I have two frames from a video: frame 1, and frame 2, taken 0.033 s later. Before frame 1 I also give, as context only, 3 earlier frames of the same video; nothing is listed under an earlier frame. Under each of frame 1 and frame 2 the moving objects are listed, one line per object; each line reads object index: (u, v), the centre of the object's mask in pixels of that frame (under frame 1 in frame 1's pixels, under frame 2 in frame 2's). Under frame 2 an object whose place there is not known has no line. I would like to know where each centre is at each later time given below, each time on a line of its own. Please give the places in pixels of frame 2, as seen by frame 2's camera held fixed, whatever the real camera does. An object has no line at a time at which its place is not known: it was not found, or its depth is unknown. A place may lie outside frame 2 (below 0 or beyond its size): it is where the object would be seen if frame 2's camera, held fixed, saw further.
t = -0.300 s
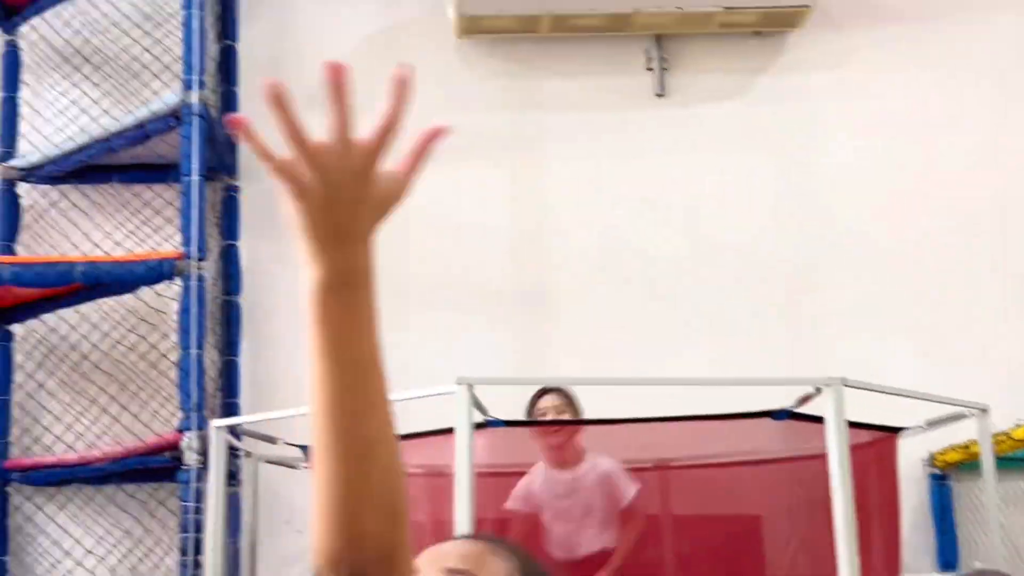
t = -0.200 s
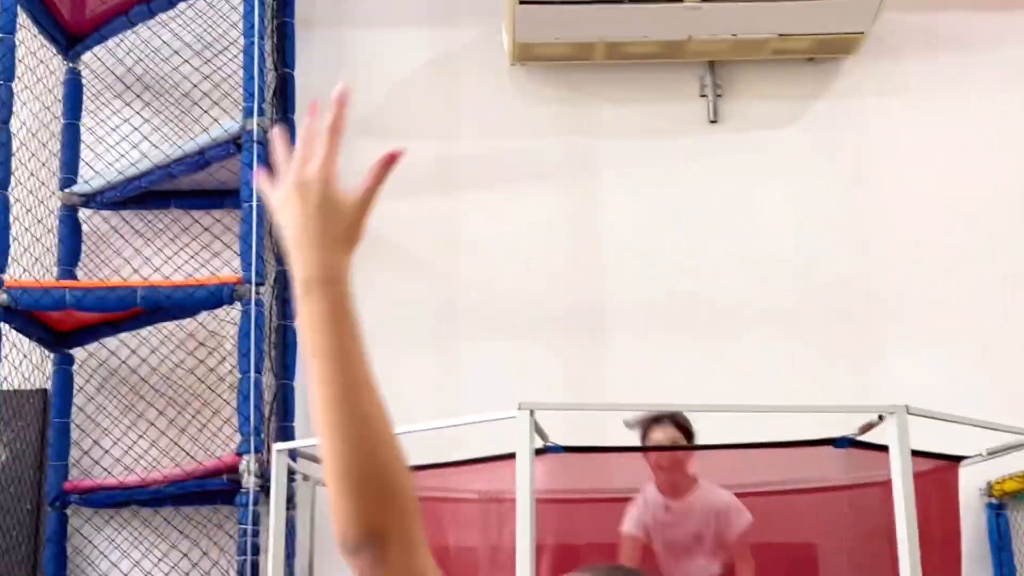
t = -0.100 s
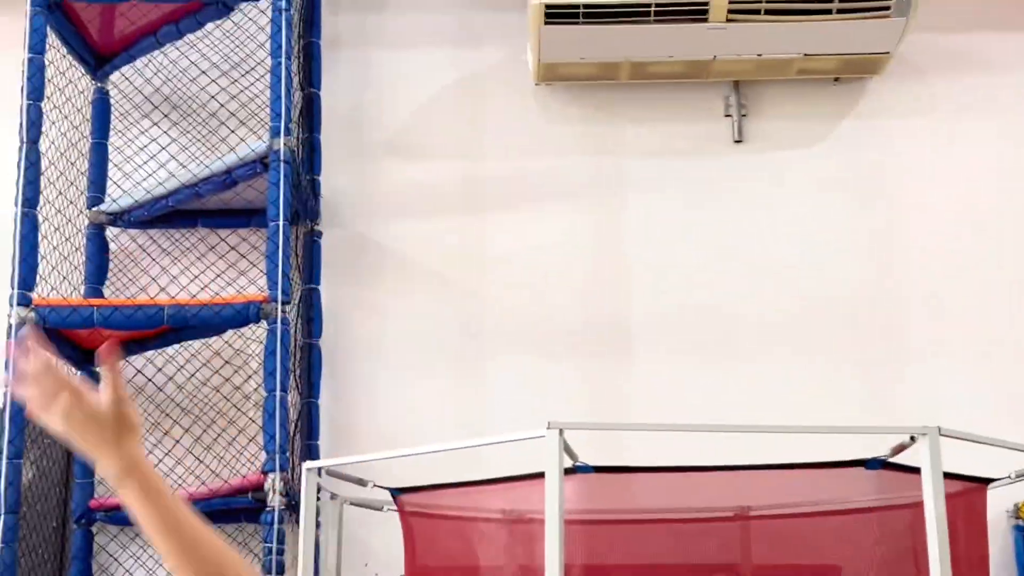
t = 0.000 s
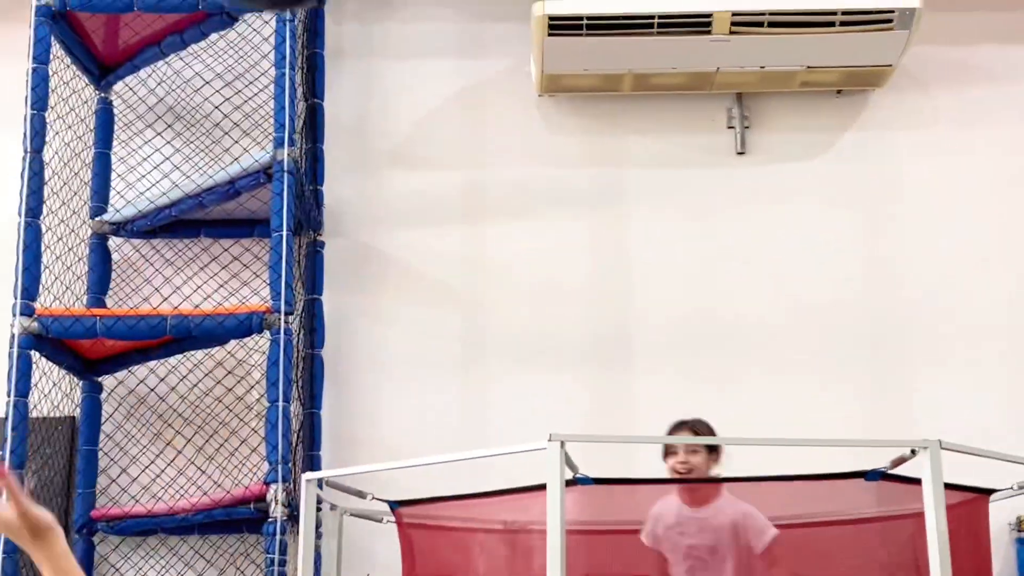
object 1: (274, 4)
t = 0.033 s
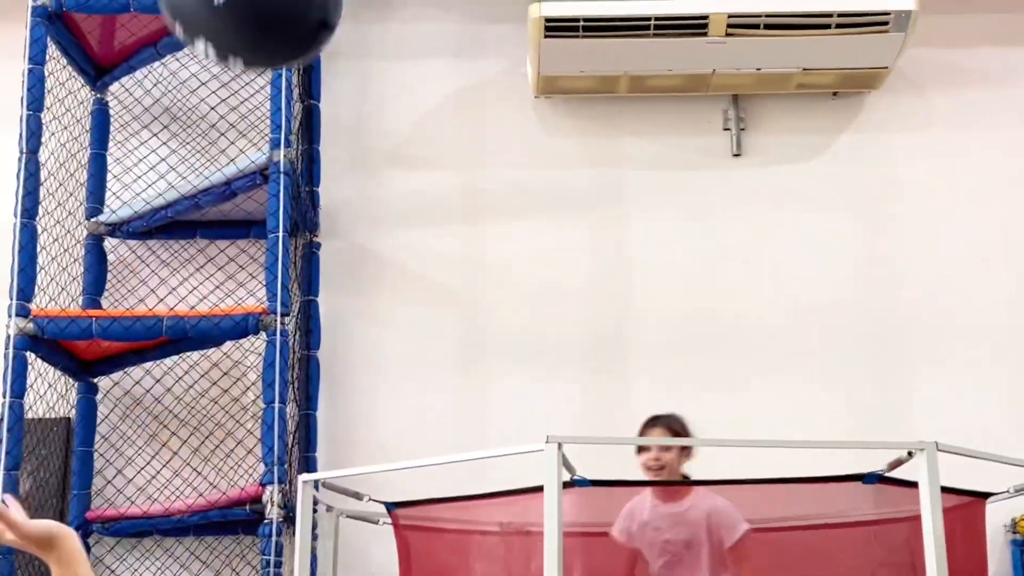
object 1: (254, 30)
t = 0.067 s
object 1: (250, 66)
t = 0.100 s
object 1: (252, 143)
